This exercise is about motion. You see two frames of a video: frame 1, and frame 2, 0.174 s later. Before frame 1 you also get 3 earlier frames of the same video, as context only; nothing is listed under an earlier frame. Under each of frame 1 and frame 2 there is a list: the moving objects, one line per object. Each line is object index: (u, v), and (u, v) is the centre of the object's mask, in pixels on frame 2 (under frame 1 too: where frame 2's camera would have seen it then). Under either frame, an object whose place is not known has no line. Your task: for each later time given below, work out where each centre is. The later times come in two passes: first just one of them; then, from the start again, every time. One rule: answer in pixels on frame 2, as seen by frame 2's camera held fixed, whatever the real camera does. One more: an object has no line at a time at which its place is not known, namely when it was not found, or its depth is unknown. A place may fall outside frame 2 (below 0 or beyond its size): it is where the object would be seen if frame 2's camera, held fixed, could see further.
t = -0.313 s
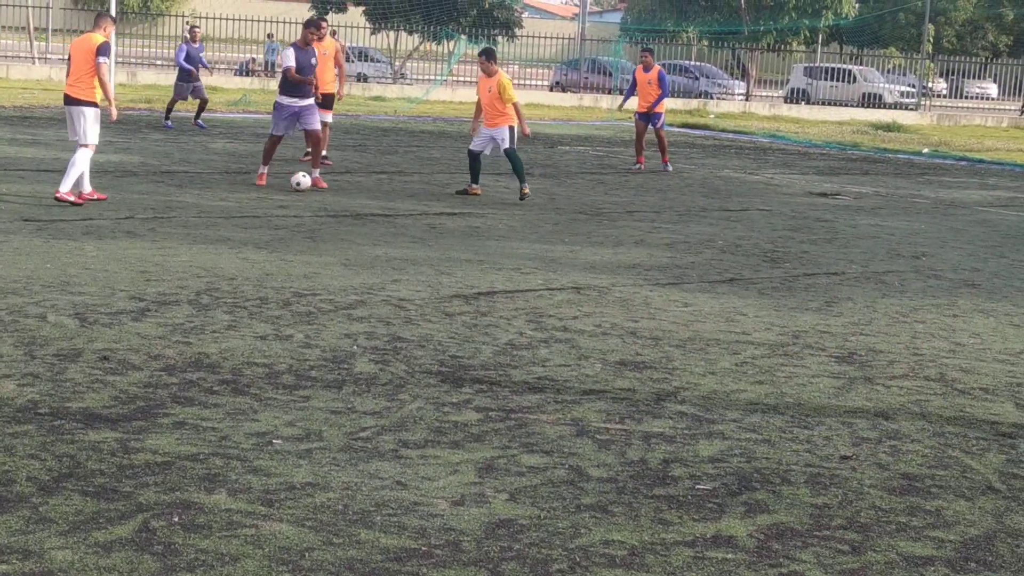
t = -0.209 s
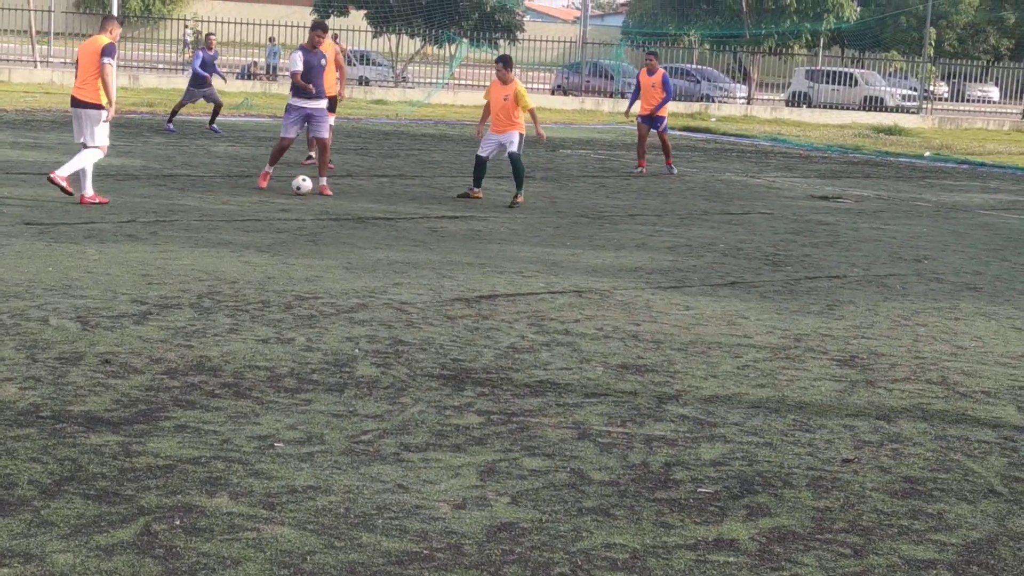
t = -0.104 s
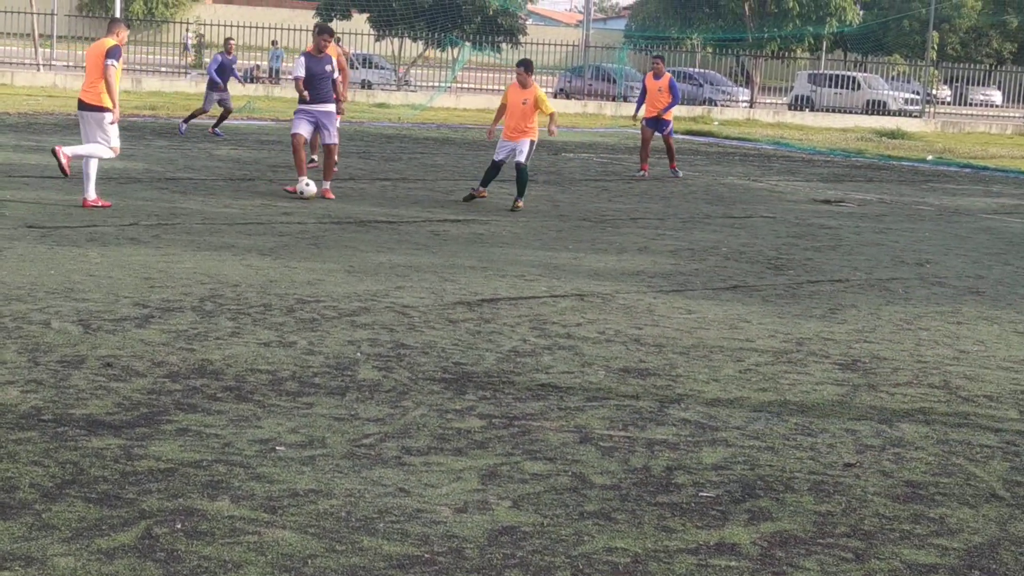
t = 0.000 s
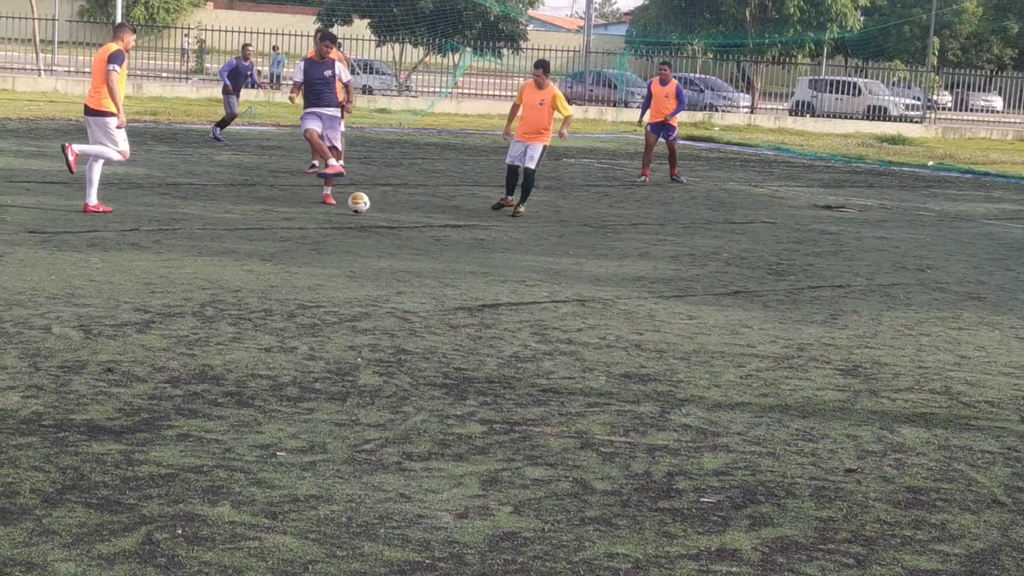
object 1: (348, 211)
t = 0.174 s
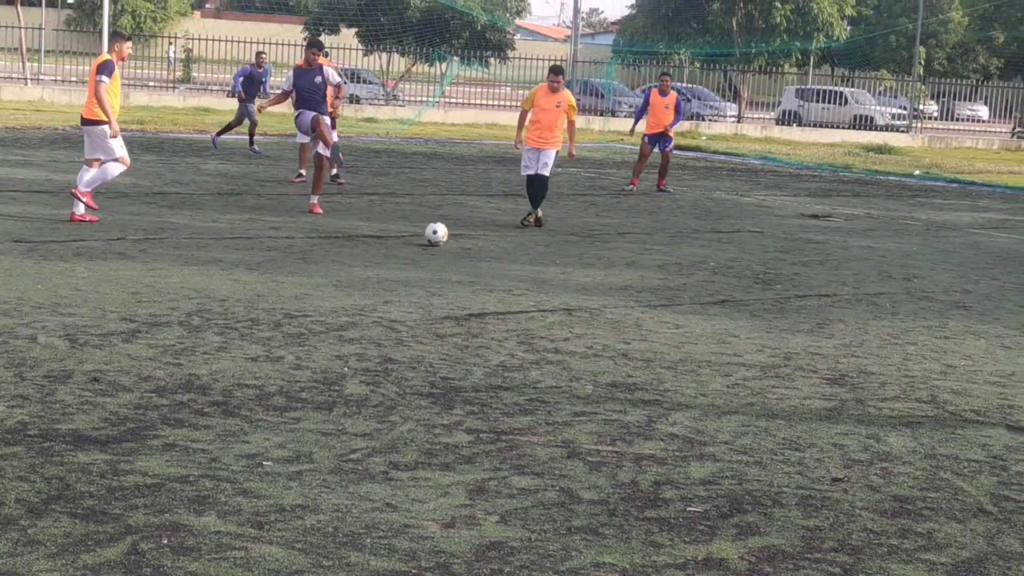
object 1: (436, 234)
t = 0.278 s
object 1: (490, 247)
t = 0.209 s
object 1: (454, 239)
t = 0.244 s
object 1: (472, 243)
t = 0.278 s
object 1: (490, 247)
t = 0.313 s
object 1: (508, 252)
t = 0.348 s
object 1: (526, 256)
